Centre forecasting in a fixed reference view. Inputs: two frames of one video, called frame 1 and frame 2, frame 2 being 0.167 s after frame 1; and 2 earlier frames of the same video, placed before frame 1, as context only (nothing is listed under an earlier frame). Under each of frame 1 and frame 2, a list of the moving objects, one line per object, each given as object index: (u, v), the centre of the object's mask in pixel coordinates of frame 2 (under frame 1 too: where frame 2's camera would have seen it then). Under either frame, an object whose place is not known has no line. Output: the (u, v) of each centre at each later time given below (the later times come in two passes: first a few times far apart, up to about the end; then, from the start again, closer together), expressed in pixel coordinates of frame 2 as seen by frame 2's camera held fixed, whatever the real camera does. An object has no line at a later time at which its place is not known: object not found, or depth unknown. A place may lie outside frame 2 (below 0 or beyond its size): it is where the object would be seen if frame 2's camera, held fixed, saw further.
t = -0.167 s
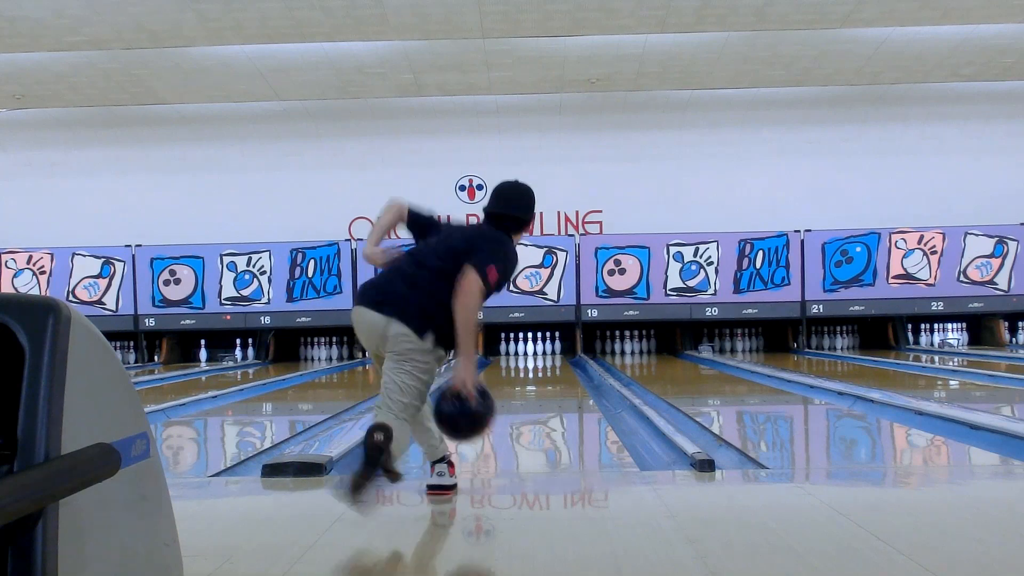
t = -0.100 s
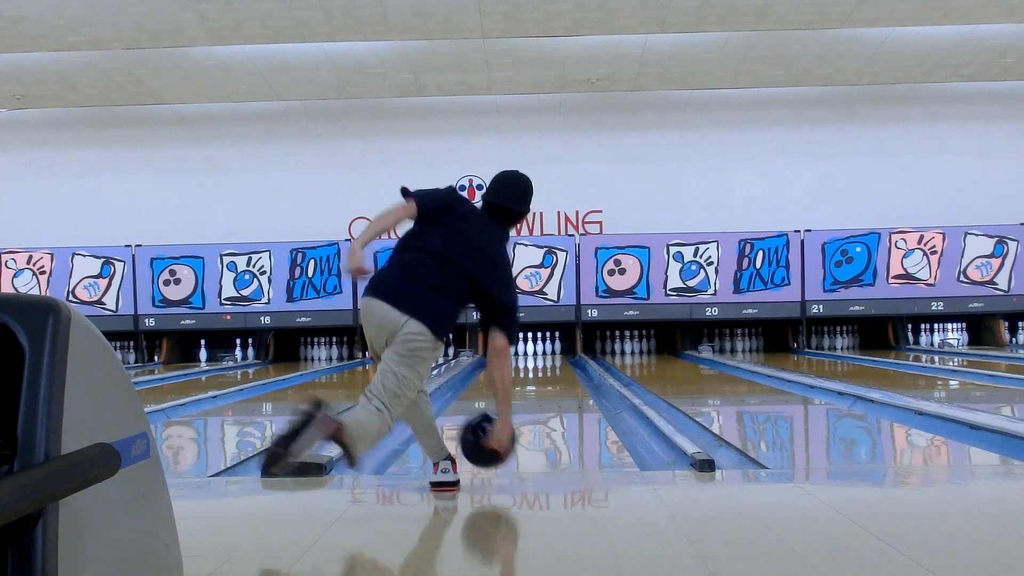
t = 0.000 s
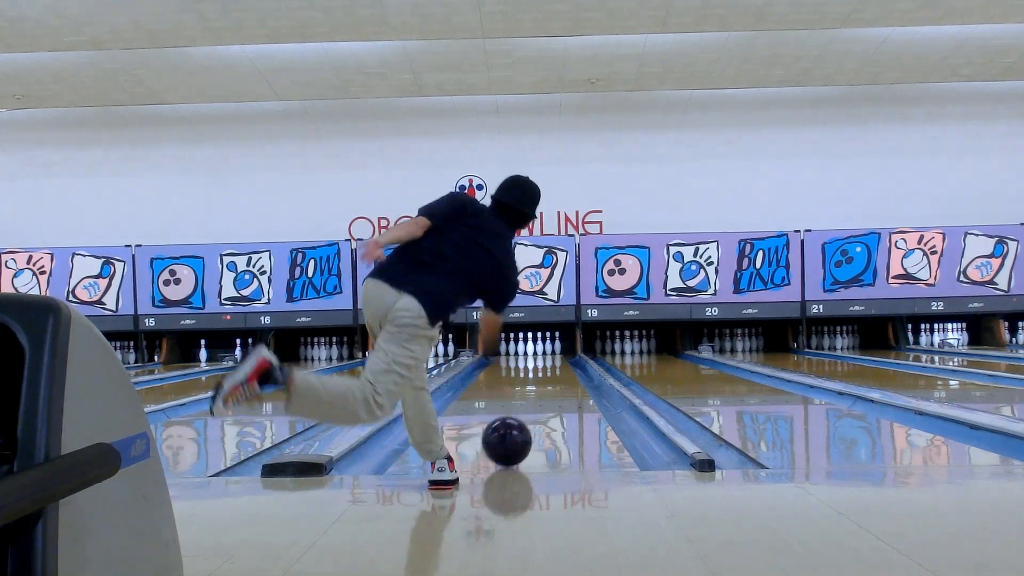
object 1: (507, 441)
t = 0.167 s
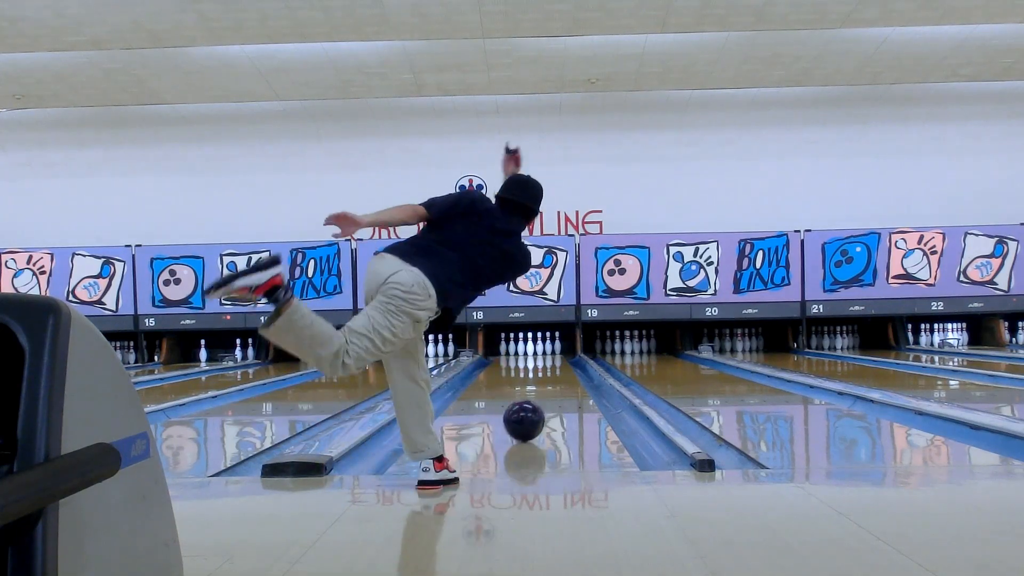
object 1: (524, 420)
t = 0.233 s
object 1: (529, 413)
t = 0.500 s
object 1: (544, 394)
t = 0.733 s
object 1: (552, 381)
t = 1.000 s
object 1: (557, 371)
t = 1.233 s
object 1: (559, 365)
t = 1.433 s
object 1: (559, 360)
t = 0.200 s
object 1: (526, 417)
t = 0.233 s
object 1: (529, 413)
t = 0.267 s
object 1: (531, 410)
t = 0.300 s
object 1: (533, 408)
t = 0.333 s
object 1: (535, 405)
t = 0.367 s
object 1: (537, 402)
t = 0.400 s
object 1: (539, 400)
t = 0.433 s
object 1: (540, 398)
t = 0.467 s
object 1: (542, 396)
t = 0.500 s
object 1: (544, 394)
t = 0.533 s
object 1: (545, 392)
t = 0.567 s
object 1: (546, 390)
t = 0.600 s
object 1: (547, 388)
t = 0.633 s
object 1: (548, 387)
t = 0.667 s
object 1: (550, 384)
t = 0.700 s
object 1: (551, 382)
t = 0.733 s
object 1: (552, 381)
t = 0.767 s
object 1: (553, 380)
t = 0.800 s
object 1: (554, 378)
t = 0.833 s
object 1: (554, 377)
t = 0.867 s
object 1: (555, 375)
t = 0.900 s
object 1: (556, 374)
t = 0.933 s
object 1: (556, 373)
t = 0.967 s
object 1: (557, 372)
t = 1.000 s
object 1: (557, 371)
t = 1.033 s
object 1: (557, 370)
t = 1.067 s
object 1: (558, 369)
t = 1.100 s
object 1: (558, 368)
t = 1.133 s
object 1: (558, 367)
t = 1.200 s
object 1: (559, 366)
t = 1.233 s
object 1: (559, 365)
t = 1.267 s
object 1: (559, 364)
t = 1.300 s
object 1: (559, 363)
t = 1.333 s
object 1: (559, 362)
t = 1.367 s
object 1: (559, 362)
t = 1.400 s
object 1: (559, 361)
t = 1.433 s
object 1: (559, 360)
